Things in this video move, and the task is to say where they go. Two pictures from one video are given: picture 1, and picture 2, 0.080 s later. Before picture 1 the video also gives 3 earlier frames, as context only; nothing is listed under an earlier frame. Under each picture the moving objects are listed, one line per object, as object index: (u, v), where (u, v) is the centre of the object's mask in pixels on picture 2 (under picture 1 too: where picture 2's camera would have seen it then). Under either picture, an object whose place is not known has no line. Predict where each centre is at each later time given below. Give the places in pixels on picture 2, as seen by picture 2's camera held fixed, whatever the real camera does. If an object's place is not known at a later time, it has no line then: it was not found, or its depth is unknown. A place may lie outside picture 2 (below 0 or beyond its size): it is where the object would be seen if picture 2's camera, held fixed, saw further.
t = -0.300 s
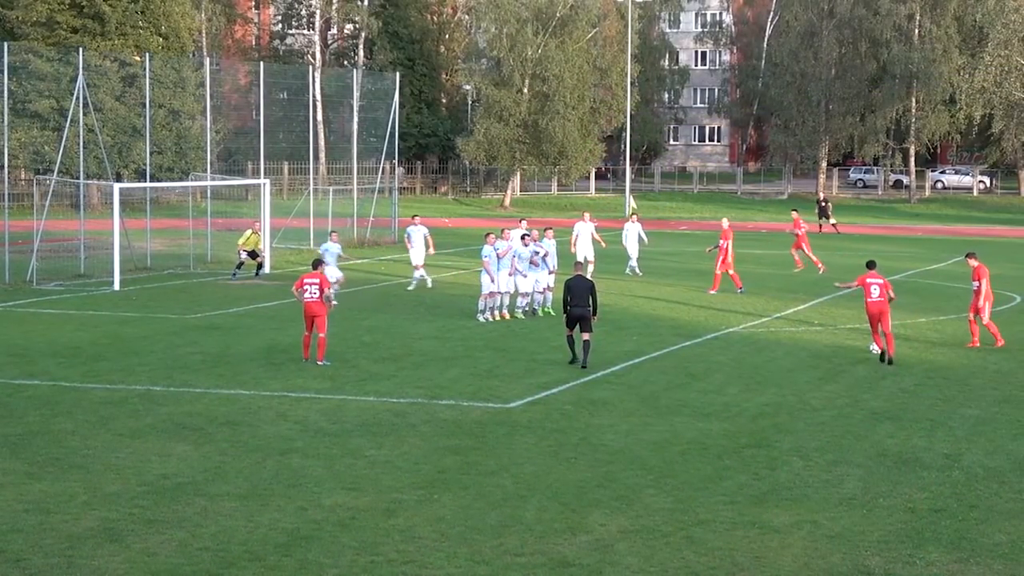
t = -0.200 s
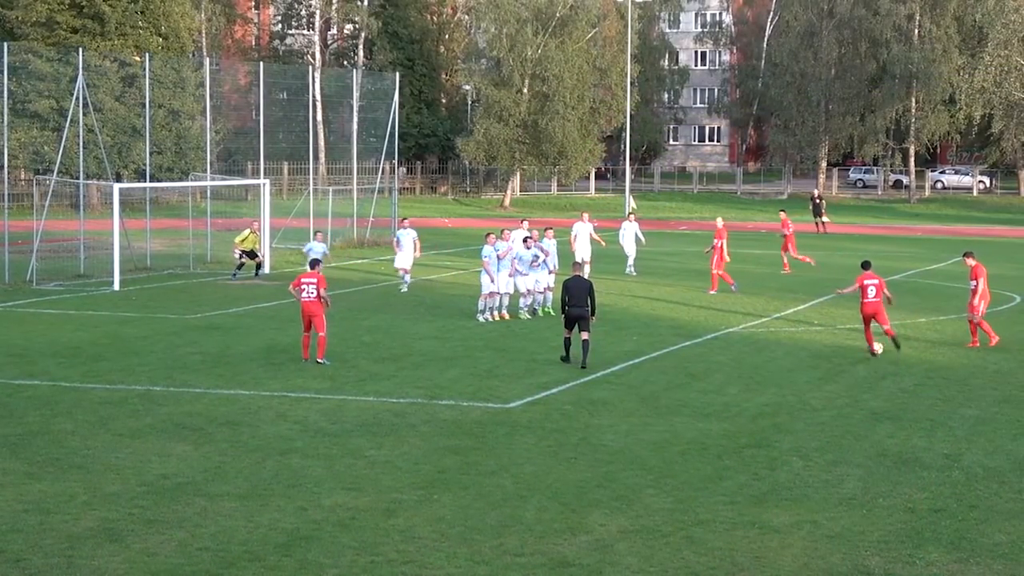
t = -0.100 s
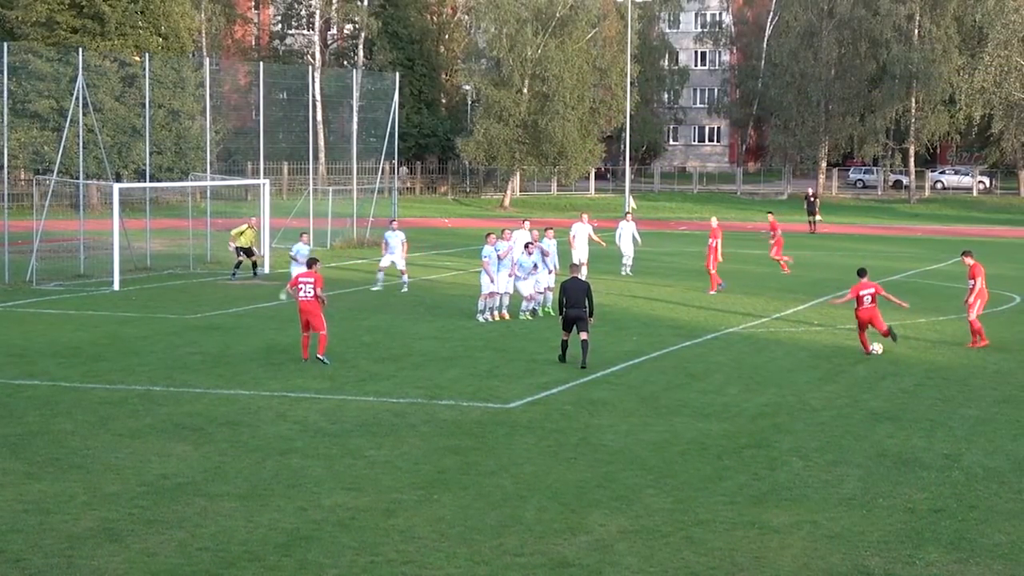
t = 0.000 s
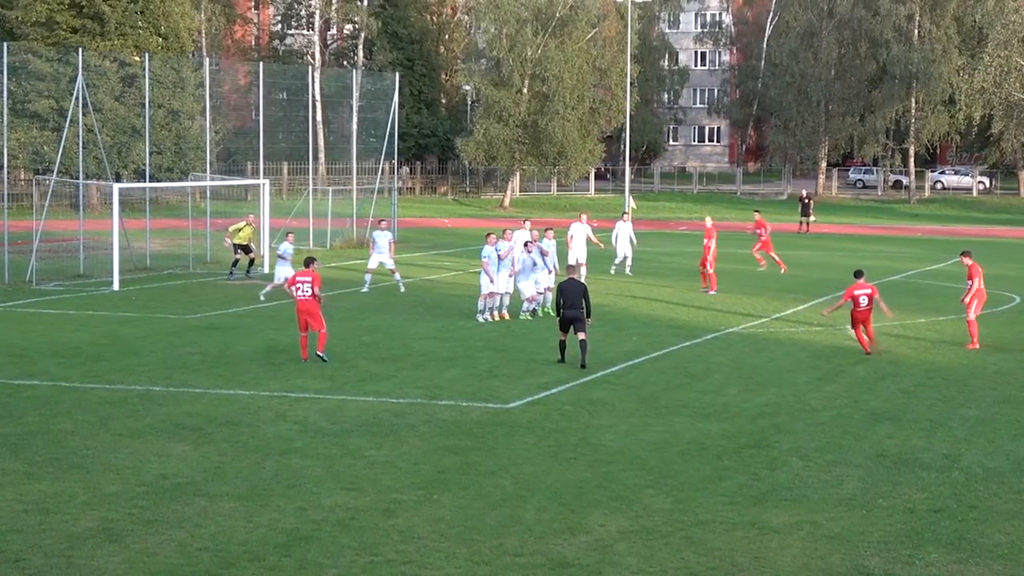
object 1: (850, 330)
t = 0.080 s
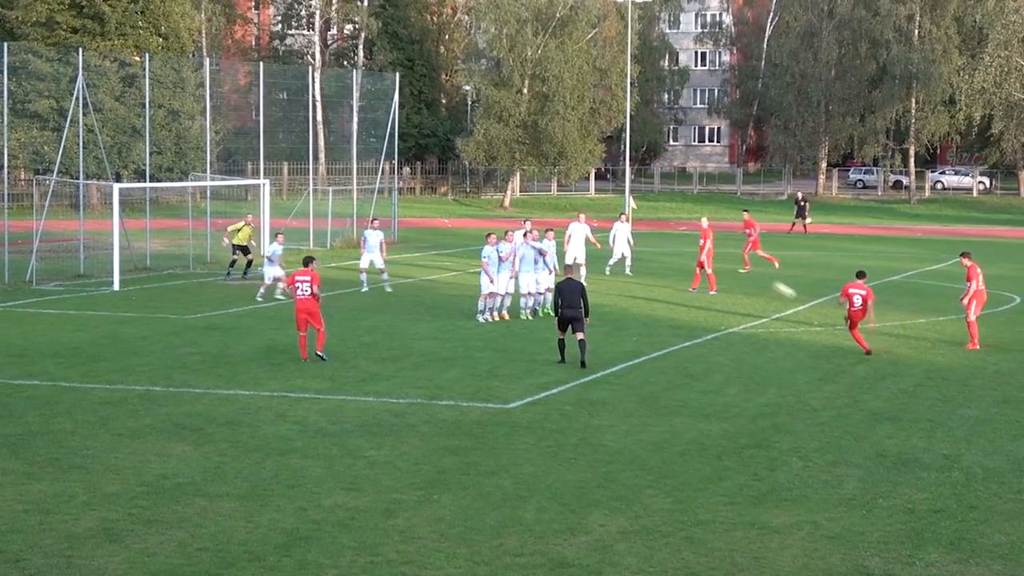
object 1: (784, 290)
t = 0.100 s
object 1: (767, 280)
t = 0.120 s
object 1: (752, 271)
